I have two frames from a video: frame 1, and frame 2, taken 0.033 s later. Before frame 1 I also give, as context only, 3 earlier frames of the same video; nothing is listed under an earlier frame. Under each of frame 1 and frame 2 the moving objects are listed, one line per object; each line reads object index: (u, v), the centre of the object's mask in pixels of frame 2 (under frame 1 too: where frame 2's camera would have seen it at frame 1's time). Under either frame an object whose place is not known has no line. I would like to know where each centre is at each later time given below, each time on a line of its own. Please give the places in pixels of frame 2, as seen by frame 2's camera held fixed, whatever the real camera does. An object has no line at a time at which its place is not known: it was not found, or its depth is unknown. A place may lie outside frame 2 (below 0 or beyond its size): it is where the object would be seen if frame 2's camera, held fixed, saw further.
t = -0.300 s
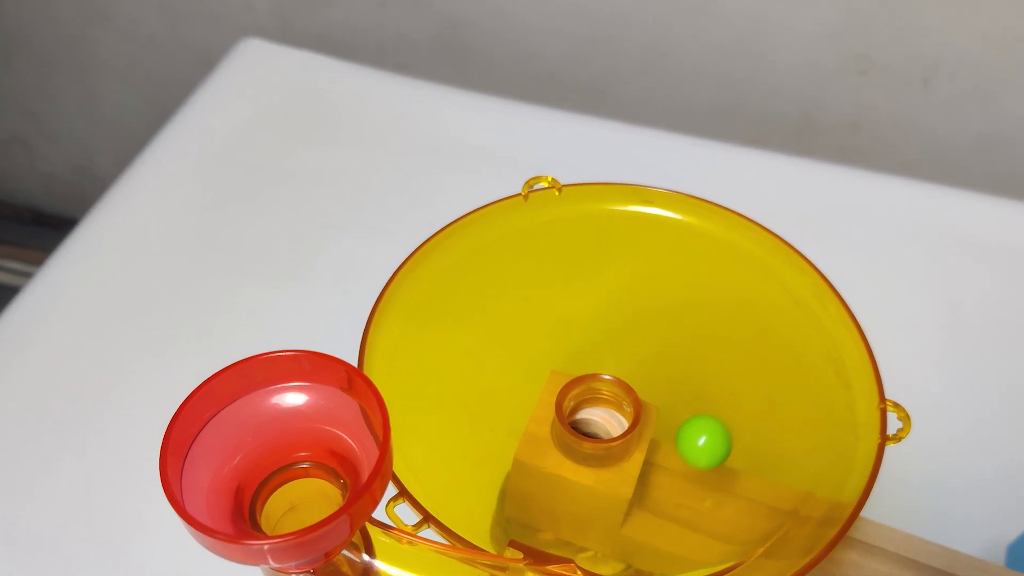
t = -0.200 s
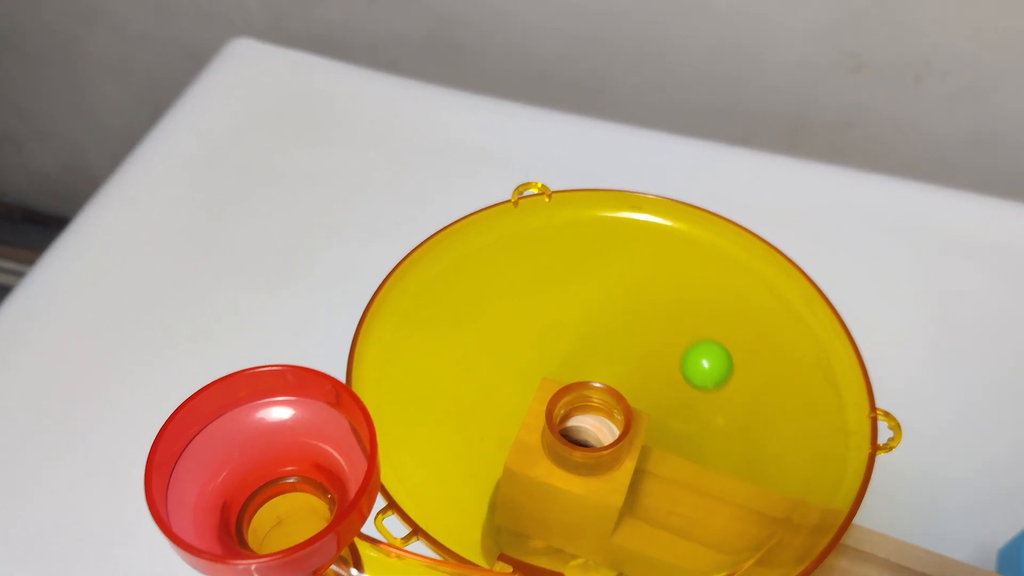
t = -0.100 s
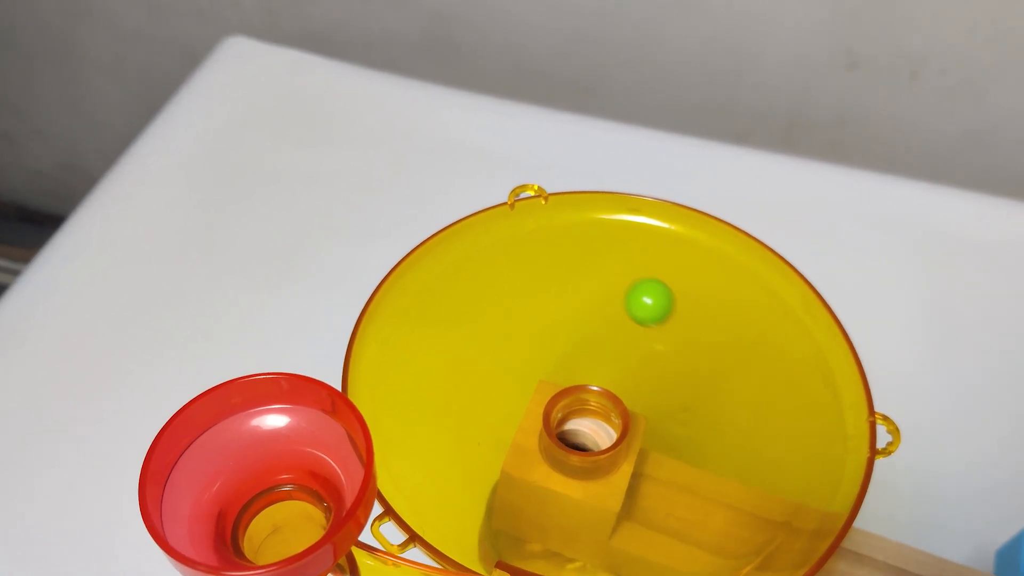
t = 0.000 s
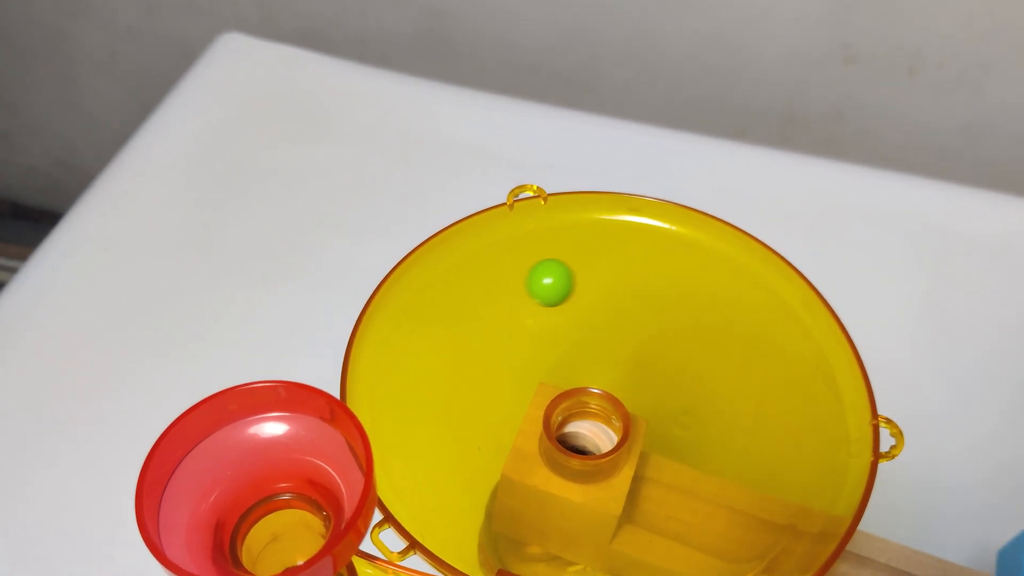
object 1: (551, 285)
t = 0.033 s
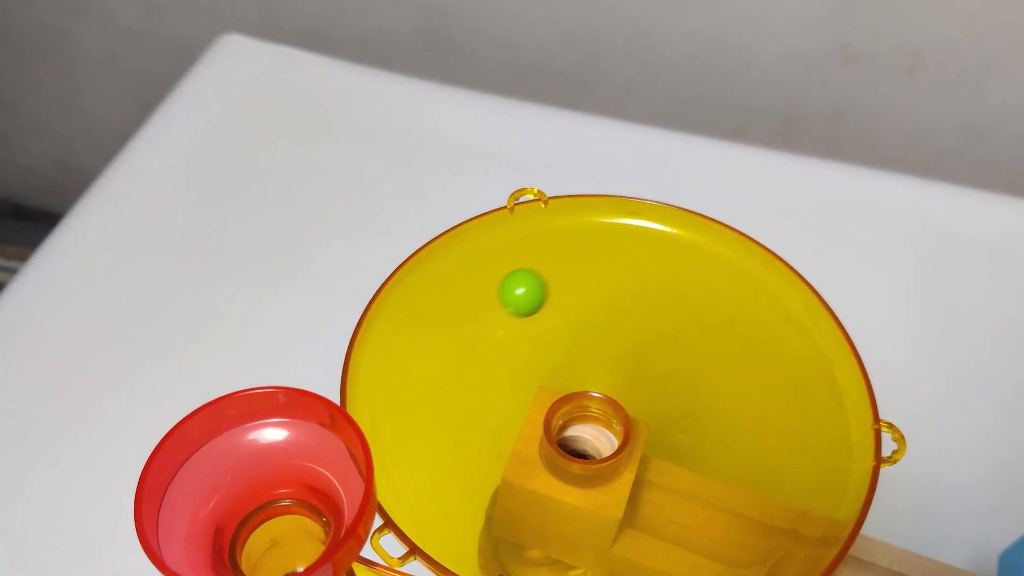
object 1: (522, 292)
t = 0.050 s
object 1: (509, 298)
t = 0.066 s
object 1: (497, 304)
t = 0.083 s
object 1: (486, 312)
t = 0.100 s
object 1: (475, 321)
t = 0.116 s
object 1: (466, 331)
